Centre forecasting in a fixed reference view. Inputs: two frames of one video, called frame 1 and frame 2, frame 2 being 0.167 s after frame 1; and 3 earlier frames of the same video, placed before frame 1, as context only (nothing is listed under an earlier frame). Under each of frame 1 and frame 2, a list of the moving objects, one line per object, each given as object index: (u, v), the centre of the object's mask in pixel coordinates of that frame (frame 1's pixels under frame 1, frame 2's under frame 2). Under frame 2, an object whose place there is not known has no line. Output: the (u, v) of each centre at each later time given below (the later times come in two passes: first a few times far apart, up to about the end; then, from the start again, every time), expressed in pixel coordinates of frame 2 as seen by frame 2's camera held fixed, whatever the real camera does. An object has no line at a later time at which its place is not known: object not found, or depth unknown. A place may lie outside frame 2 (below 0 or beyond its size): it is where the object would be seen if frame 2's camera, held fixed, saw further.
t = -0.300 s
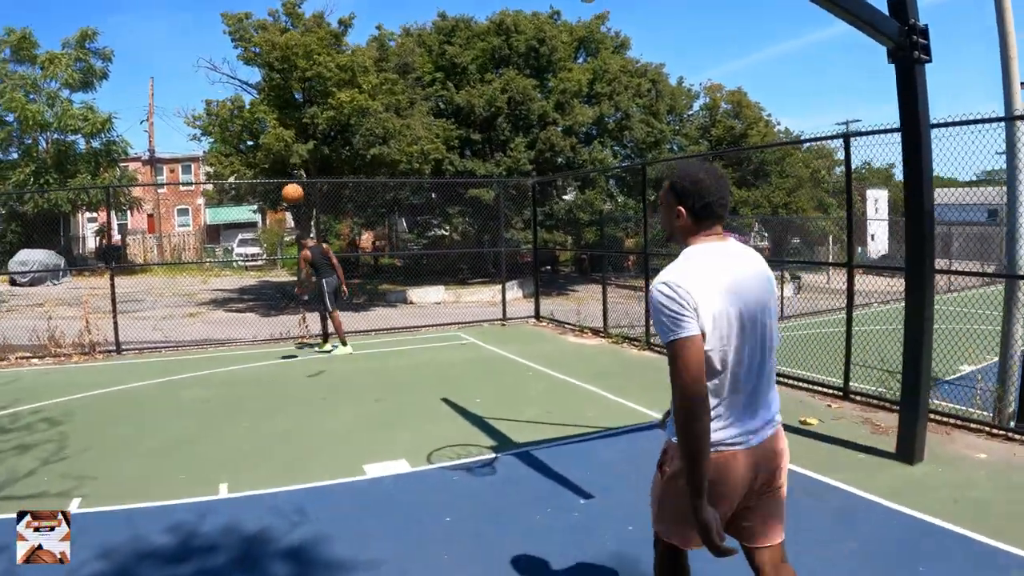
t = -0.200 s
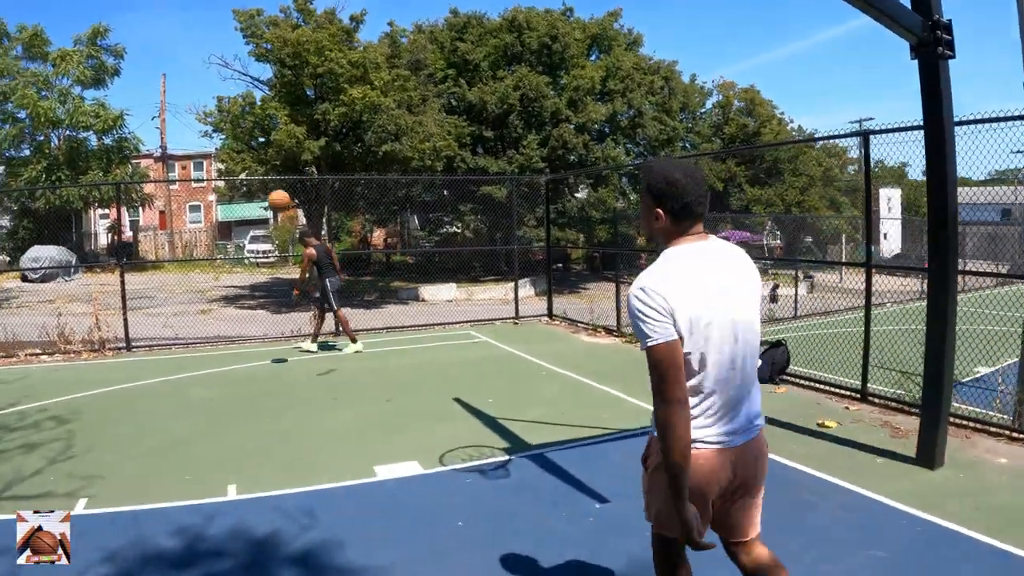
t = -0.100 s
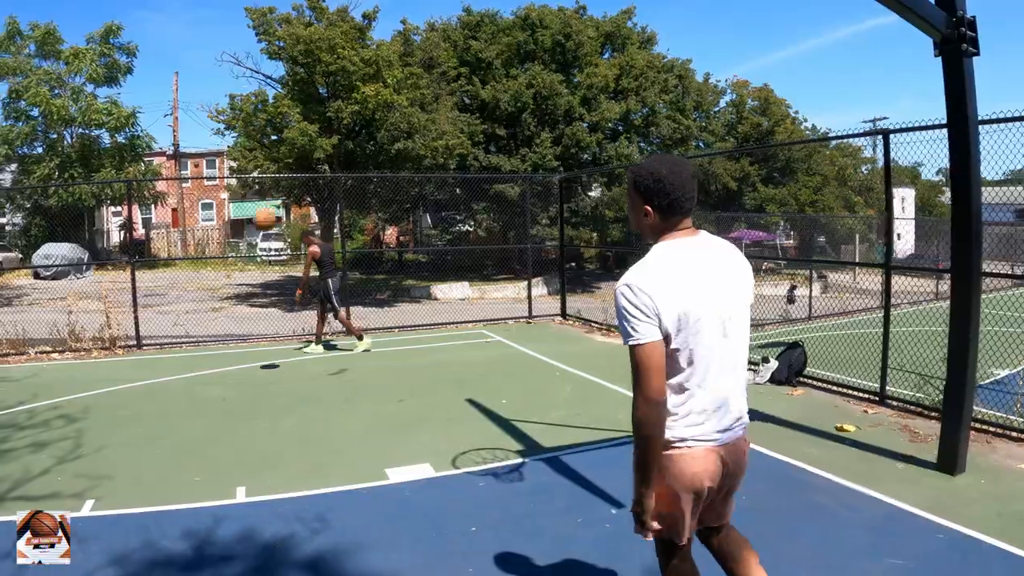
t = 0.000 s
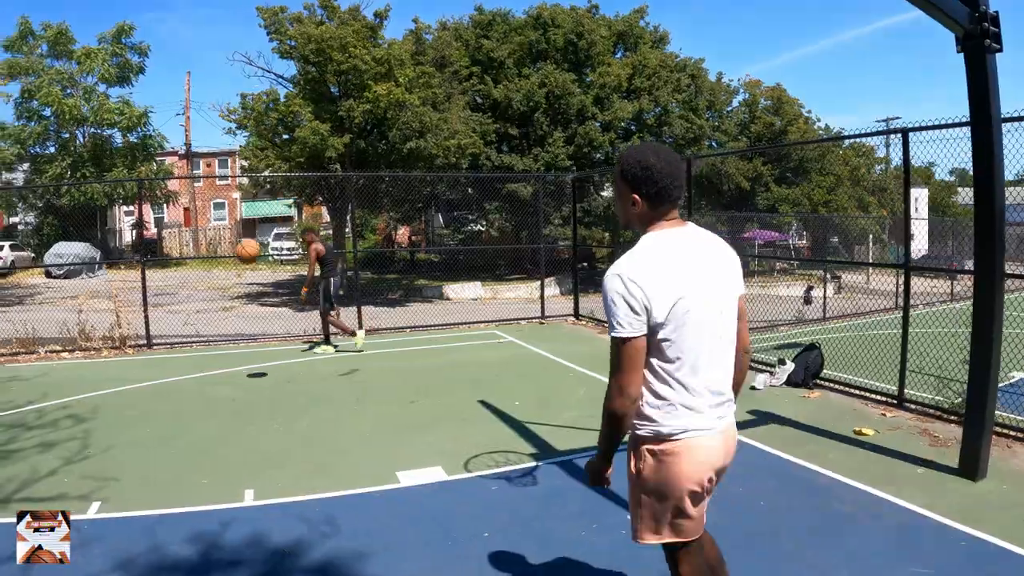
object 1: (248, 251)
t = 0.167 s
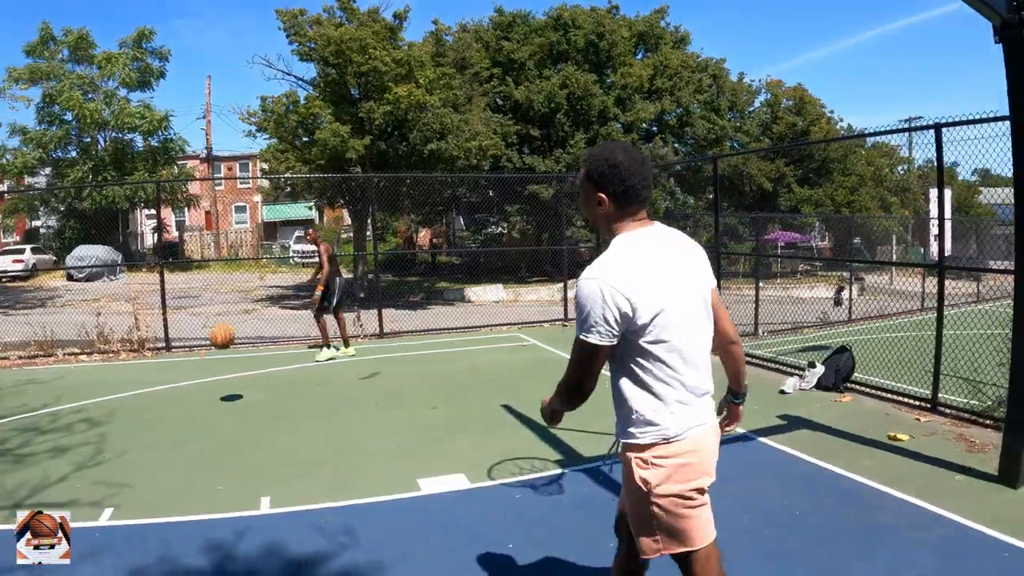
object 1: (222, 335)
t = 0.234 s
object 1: (205, 379)
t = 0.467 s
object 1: (150, 325)
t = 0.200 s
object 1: (213, 357)
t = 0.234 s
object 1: (205, 379)
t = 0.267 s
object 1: (197, 403)
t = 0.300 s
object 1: (189, 392)
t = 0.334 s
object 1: (182, 377)
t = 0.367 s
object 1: (173, 363)
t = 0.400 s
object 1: (166, 349)
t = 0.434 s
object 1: (157, 337)
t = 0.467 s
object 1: (150, 325)
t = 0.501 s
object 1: (143, 314)
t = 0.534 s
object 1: (136, 306)
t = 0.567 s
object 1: (129, 298)
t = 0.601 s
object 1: (122, 291)
